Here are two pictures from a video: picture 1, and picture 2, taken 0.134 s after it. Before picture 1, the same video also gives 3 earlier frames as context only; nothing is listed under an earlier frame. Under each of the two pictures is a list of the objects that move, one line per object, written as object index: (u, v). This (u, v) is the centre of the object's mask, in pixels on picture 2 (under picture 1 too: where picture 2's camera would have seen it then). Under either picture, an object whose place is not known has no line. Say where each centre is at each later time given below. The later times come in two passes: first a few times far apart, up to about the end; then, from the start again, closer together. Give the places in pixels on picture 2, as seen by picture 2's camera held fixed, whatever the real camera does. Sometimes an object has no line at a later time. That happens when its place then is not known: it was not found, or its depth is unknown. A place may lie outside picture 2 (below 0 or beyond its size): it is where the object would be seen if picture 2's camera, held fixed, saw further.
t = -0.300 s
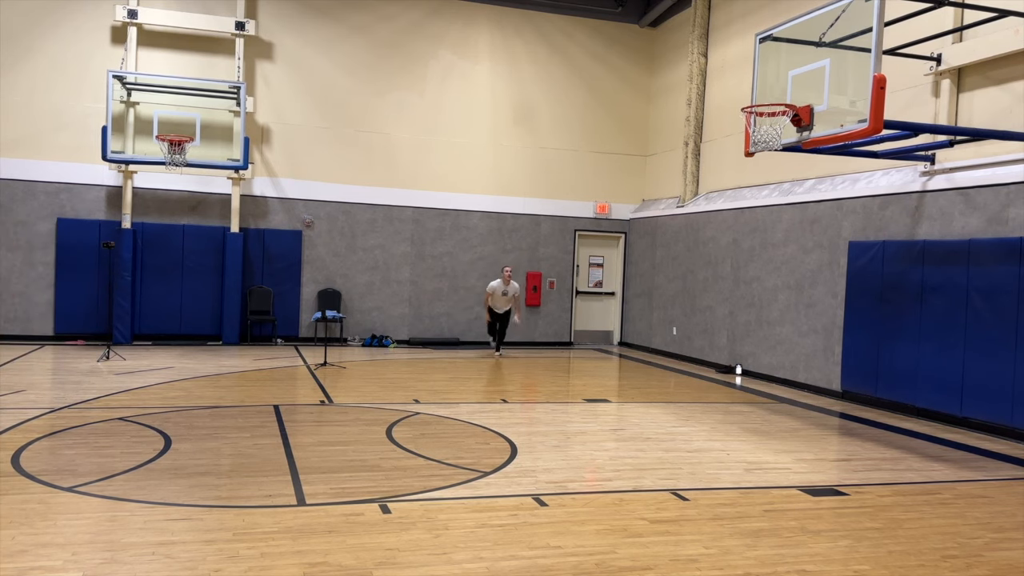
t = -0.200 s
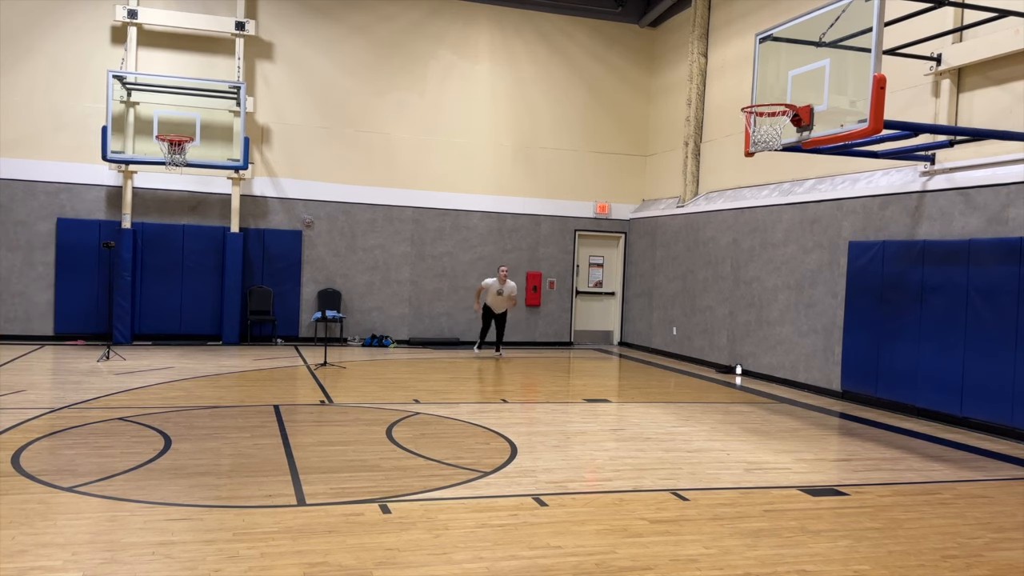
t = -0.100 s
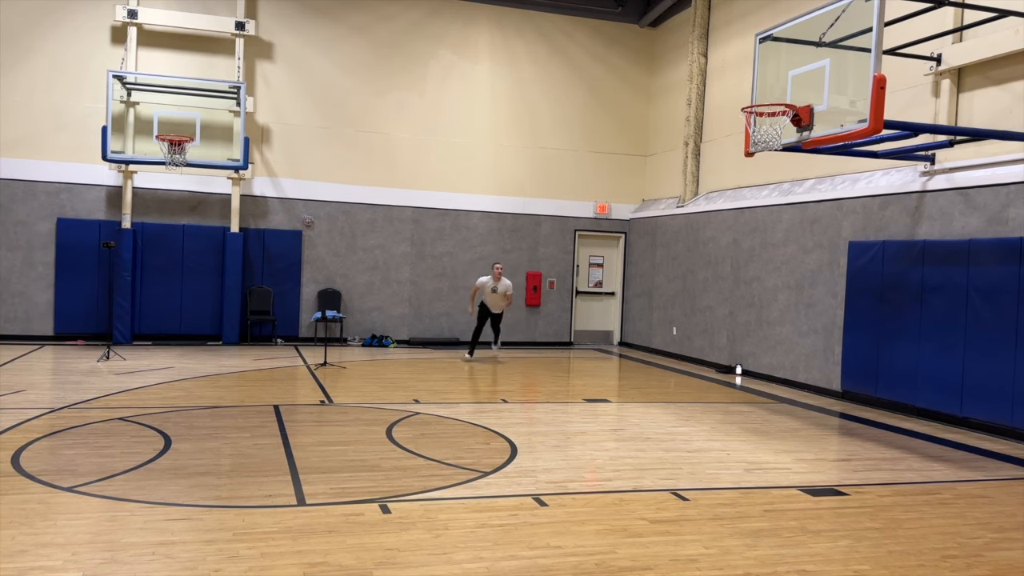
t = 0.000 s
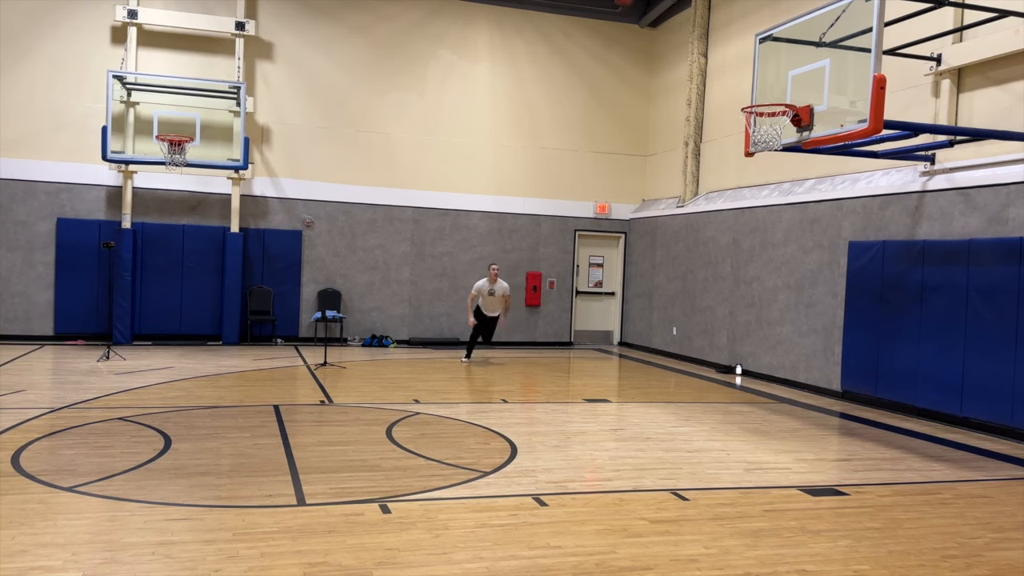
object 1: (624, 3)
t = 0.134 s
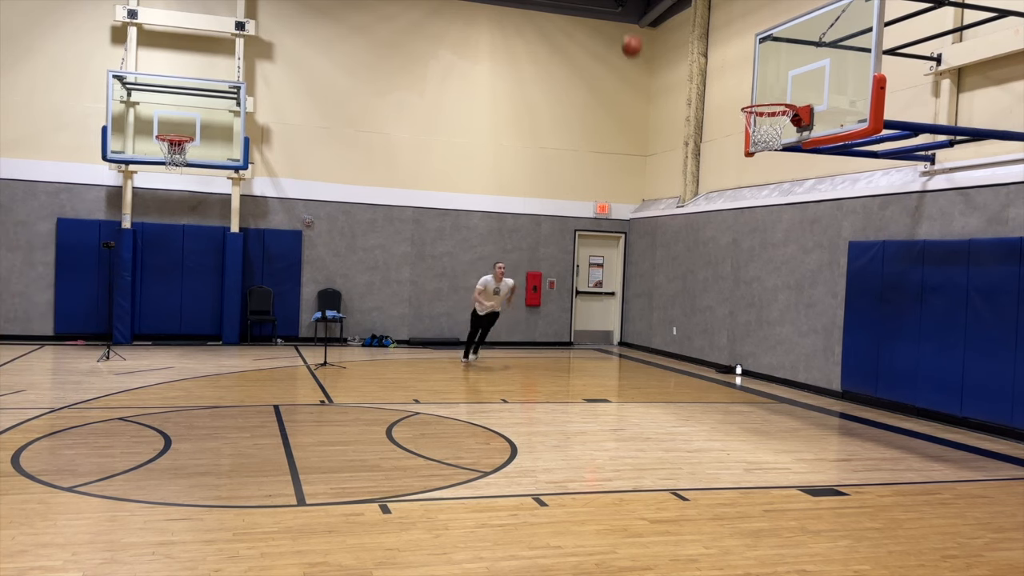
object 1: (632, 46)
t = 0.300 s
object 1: (641, 134)
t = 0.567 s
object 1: (655, 335)
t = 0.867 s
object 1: (664, 280)
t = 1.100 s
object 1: (666, 200)
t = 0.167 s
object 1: (634, 62)
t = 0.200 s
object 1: (636, 79)
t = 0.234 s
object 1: (637, 96)
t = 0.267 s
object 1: (639, 114)
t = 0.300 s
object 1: (641, 134)
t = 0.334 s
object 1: (643, 154)
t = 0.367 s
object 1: (644, 177)
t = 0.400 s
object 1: (646, 200)
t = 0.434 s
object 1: (648, 226)
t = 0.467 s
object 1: (649, 250)
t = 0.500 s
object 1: (651, 277)
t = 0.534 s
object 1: (653, 306)
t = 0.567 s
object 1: (655, 335)
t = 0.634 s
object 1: (659, 401)
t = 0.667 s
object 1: (660, 387)
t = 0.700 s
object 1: (660, 367)
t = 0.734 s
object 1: (661, 348)
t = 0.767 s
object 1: (661, 329)
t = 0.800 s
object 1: (662, 312)
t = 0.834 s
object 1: (663, 295)
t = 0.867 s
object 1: (664, 280)
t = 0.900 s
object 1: (664, 266)
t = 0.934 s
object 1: (665, 252)
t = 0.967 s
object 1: (665, 240)
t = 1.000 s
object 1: (666, 229)
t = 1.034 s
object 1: (666, 218)
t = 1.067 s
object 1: (666, 209)
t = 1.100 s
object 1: (666, 200)
